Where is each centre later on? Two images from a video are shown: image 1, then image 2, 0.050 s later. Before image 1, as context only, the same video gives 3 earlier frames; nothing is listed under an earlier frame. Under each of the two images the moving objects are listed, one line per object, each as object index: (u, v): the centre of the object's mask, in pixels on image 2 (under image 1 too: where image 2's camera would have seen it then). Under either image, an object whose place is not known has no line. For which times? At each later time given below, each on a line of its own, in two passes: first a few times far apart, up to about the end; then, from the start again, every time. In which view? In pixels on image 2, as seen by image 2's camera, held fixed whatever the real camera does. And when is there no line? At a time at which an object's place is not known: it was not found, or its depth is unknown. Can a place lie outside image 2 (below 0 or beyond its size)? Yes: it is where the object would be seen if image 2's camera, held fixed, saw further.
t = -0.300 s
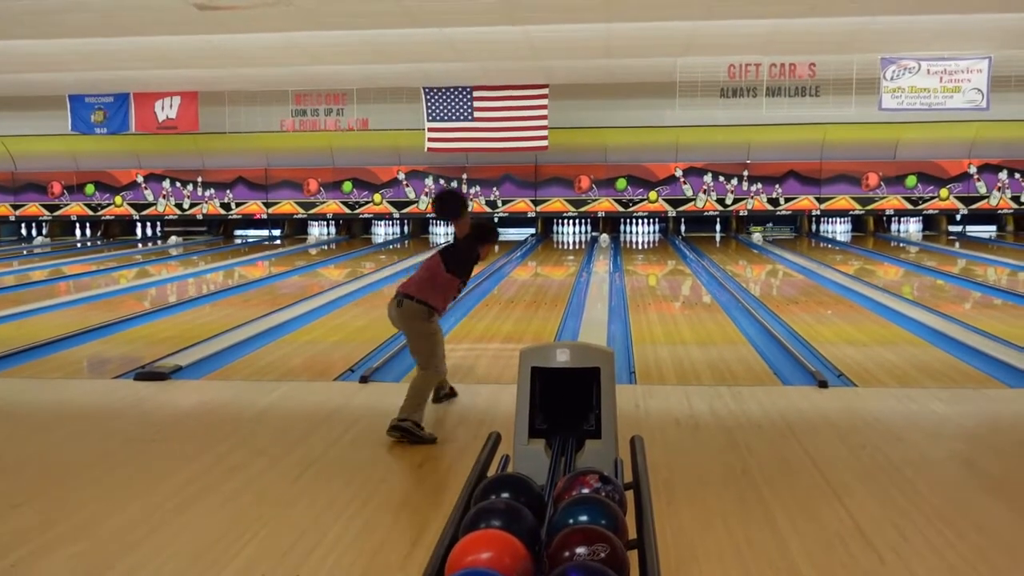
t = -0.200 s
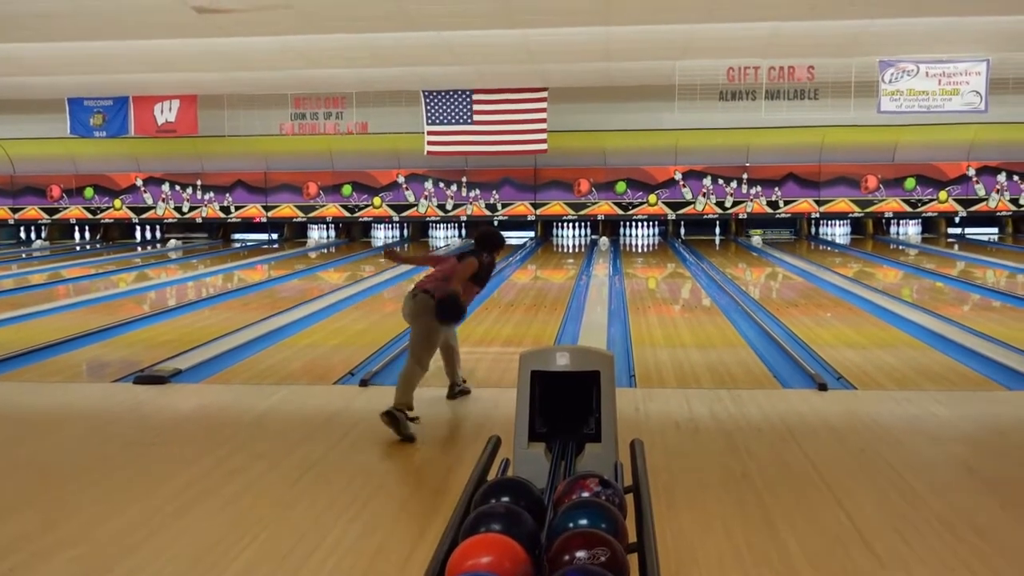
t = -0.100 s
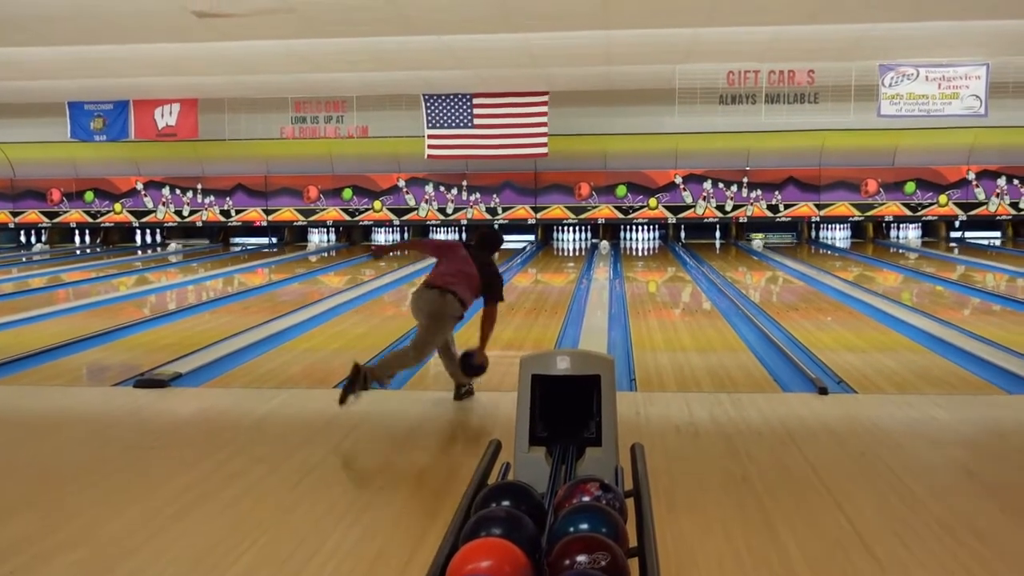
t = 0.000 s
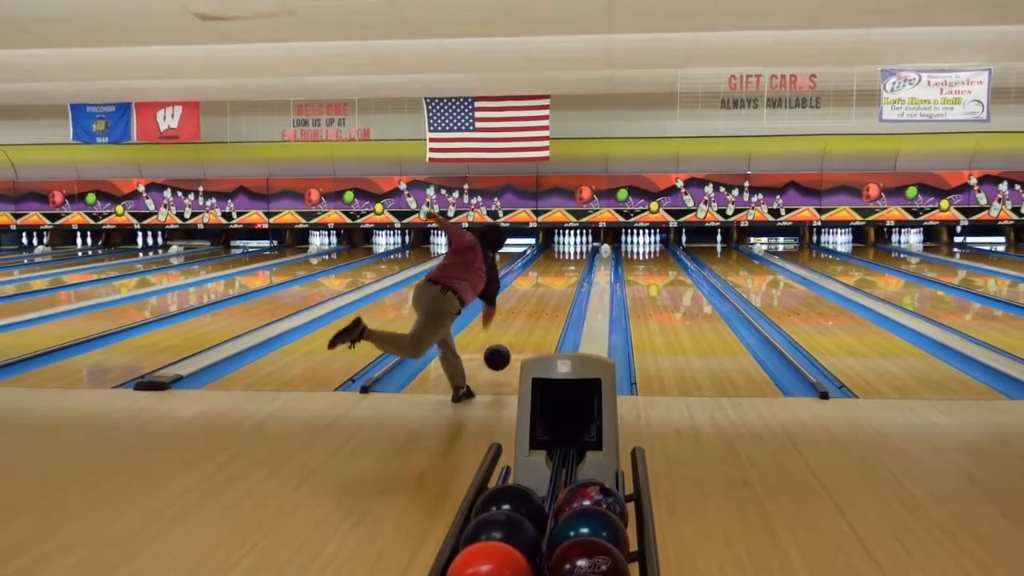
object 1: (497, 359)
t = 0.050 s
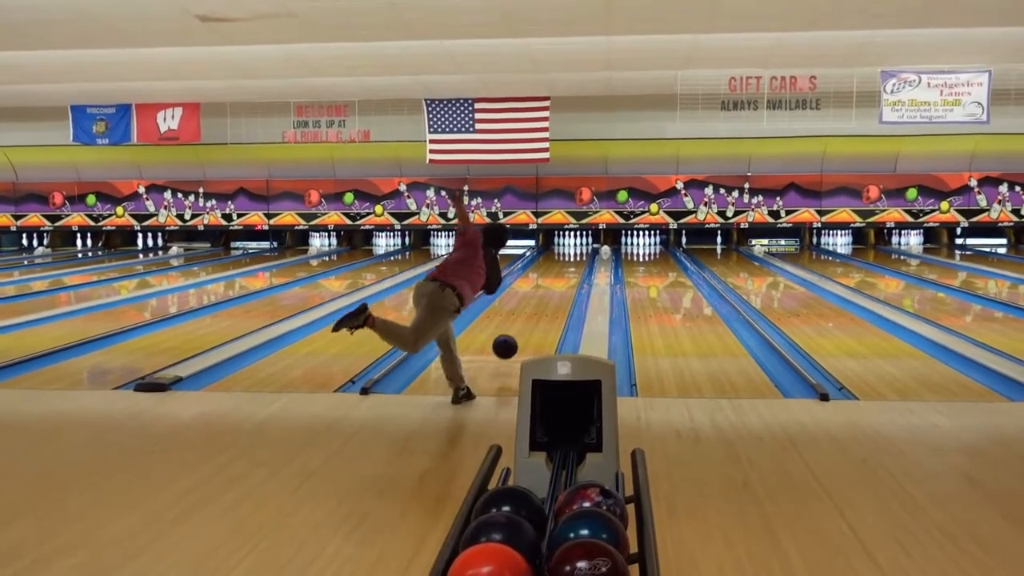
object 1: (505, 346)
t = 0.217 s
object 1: (526, 332)
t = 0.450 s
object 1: (547, 308)
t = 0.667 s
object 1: (560, 292)
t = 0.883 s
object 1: (569, 279)
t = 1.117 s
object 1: (576, 269)
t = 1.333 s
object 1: (580, 261)
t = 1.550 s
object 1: (581, 256)
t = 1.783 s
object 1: (579, 250)
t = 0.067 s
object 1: (507, 343)
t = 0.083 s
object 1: (510, 341)
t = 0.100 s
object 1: (512, 338)
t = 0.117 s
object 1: (514, 336)
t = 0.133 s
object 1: (516, 335)
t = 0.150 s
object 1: (518, 333)
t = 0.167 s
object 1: (520, 332)
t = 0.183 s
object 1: (522, 332)
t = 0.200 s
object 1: (524, 332)
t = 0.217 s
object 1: (526, 332)
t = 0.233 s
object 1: (528, 332)
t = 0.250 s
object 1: (530, 329)
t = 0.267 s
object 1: (531, 327)
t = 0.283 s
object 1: (533, 324)
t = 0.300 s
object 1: (535, 323)
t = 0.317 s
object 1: (536, 321)
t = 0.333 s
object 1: (538, 319)
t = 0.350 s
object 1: (539, 318)
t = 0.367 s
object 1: (541, 316)
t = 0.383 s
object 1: (542, 314)
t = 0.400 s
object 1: (543, 313)
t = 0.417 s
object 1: (545, 311)
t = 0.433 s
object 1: (546, 310)
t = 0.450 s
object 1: (547, 308)
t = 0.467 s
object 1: (548, 307)
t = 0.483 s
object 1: (550, 305)
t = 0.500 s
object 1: (551, 304)
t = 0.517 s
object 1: (552, 303)
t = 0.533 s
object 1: (553, 301)
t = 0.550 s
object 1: (554, 300)
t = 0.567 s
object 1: (555, 299)
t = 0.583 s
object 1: (556, 298)
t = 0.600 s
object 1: (557, 296)
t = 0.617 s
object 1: (558, 295)
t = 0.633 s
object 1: (558, 294)
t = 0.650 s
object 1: (559, 293)
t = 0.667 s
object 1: (560, 292)
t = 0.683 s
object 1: (561, 290)
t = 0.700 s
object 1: (562, 289)
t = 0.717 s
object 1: (563, 288)
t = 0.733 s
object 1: (563, 287)
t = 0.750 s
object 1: (564, 286)
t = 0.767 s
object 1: (565, 285)
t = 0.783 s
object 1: (565, 284)
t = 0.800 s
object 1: (566, 283)
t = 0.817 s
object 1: (567, 282)
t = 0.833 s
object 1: (567, 281)
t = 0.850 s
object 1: (568, 280)
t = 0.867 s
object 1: (569, 280)
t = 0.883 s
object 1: (569, 279)
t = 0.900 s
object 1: (570, 278)
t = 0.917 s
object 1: (570, 277)
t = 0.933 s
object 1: (571, 276)
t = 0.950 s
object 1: (571, 275)
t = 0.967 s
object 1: (572, 275)
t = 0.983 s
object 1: (572, 275)
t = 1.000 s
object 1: (573, 274)
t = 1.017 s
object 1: (573, 273)
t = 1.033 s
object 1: (574, 272)
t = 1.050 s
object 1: (574, 272)
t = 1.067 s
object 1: (575, 271)
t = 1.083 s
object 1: (575, 271)
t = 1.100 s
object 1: (575, 270)
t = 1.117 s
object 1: (576, 269)
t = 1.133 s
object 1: (576, 268)
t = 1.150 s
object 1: (576, 268)
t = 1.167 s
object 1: (577, 267)
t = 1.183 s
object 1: (577, 267)
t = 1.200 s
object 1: (577, 266)
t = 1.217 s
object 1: (578, 266)
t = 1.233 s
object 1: (578, 265)
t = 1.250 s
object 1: (578, 265)
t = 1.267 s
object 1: (579, 264)
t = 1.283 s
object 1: (579, 264)
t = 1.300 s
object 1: (579, 263)
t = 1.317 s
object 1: (579, 262)
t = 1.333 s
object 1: (580, 261)
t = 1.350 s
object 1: (580, 261)
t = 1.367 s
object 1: (580, 260)
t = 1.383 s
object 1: (580, 260)
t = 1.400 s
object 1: (580, 259)
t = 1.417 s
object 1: (580, 259)
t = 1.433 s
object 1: (580, 258)
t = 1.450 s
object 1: (581, 258)
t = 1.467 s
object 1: (581, 257)
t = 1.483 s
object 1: (581, 257)
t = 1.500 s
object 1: (581, 256)
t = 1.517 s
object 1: (581, 256)
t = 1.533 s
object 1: (581, 256)
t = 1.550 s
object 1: (581, 256)
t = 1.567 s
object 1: (581, 255)
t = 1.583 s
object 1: (581, 255)
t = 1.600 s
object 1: (581, 254)
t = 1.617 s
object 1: (581, 254)
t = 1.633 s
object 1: (581, 253)
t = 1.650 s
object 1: (581, 253)
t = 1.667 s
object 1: (581, 252)
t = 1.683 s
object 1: (581, 252)
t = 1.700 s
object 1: (580, 252)
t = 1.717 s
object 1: (580, 251)
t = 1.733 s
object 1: (580, 251)
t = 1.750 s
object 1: (580, 251)
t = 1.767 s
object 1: (580, 250)
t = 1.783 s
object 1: (579, 250)
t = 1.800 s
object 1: (580, 250)
